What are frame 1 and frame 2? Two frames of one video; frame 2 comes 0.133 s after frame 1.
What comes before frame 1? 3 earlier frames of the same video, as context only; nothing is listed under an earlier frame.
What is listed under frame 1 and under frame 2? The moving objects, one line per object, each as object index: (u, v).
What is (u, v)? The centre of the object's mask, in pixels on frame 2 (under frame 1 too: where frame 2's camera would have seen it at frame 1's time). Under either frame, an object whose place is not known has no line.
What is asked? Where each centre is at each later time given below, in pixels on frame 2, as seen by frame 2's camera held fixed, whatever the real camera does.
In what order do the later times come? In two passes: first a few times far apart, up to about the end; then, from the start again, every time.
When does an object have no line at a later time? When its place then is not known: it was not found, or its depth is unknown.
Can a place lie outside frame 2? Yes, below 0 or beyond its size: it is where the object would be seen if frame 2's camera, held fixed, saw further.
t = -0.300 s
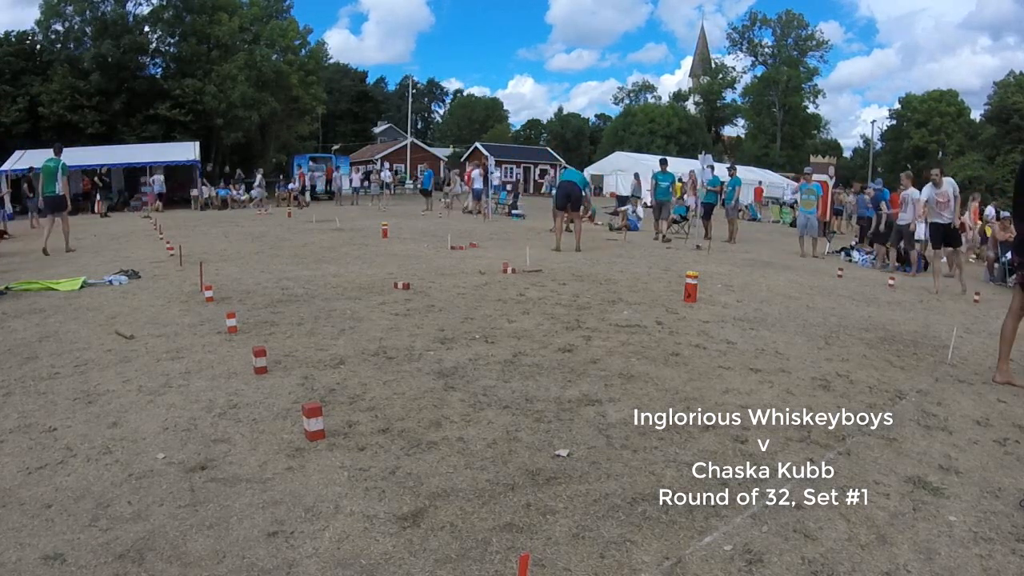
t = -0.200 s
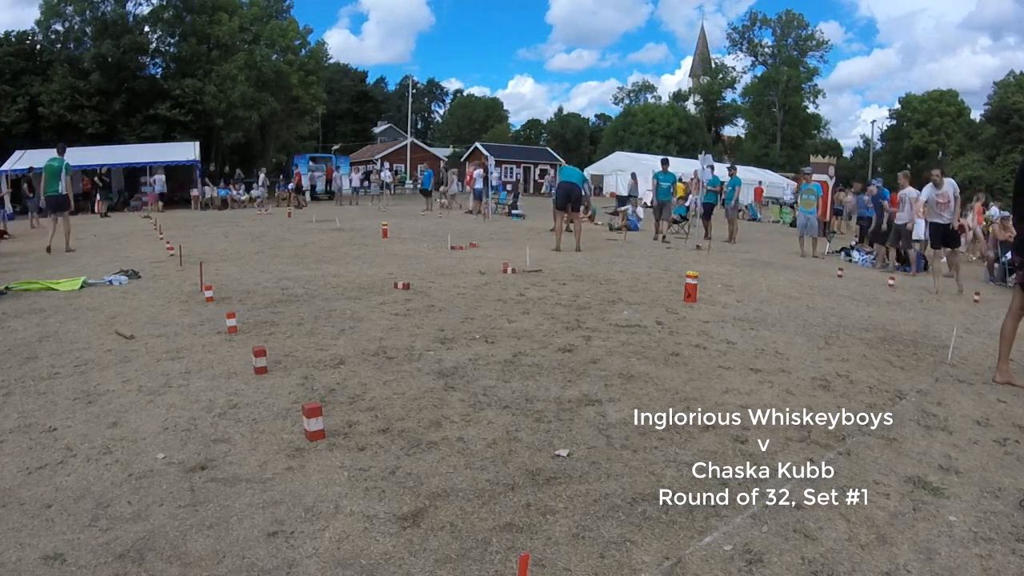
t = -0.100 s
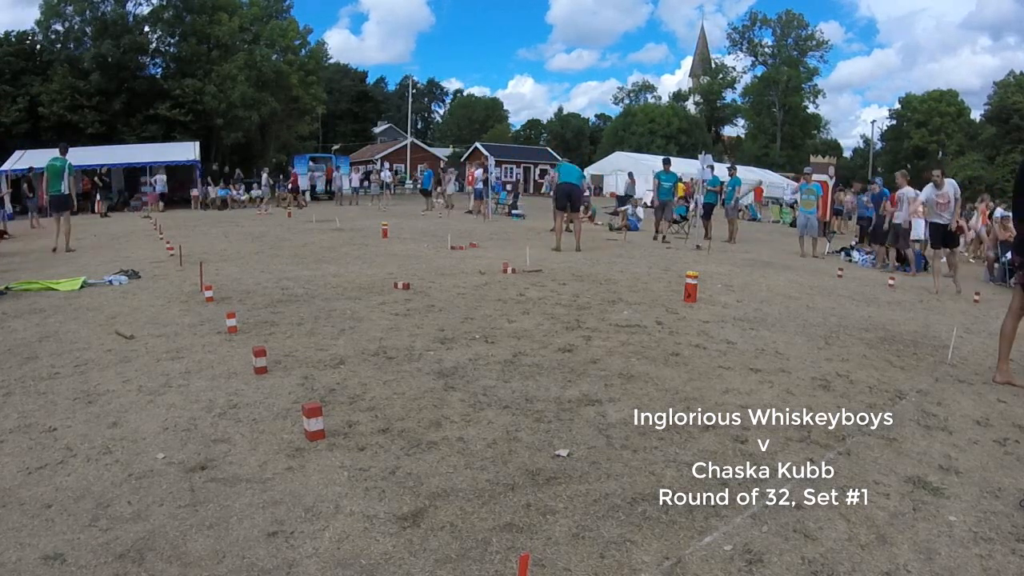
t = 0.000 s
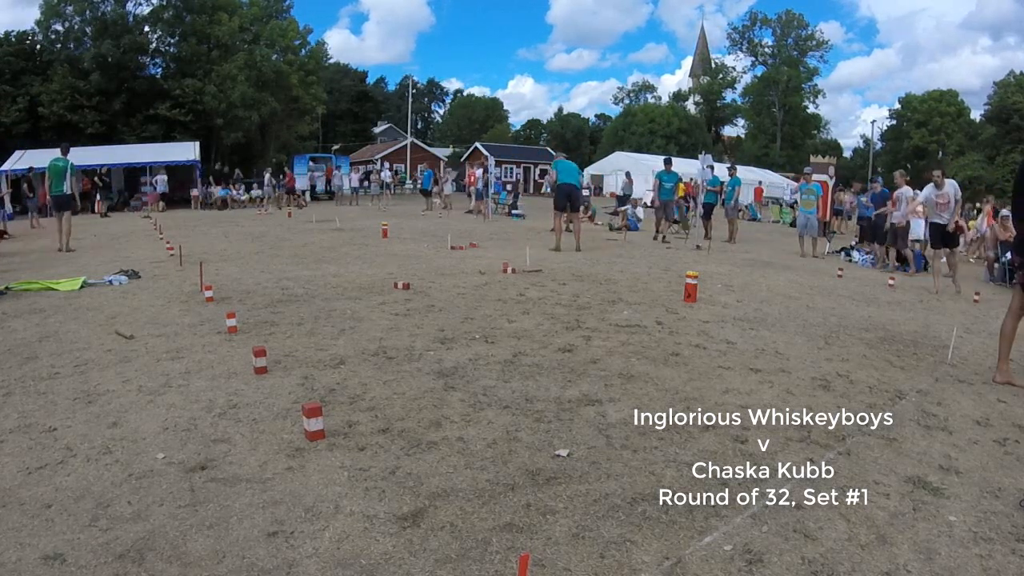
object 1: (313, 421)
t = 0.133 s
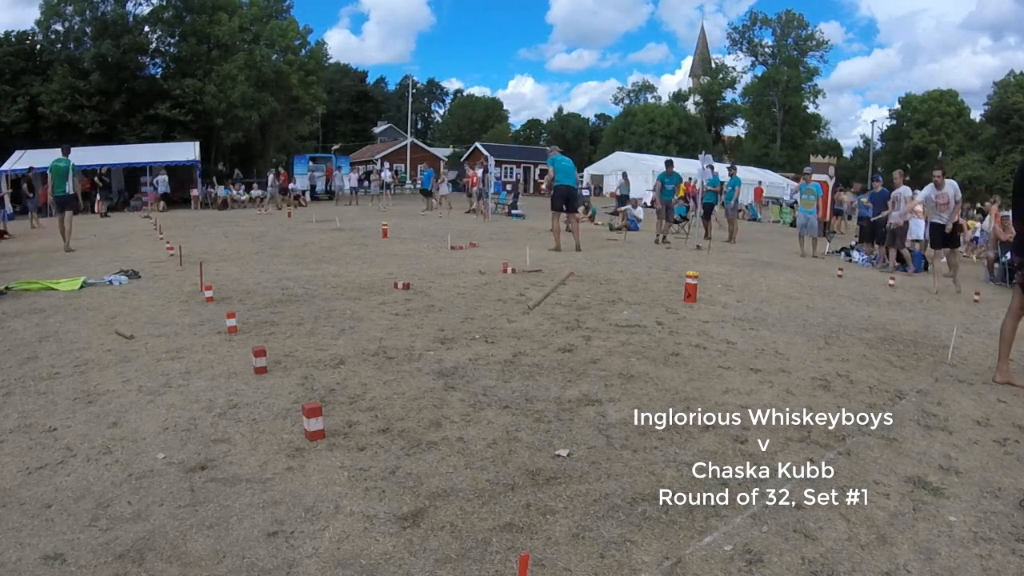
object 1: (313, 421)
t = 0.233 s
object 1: (313, 421)
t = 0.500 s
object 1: (292, 431)
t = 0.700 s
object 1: (283, 436)
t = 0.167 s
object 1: (313, 421)
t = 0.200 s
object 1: (313, 421)
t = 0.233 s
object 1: (313, 421)
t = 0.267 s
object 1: (313, 421)
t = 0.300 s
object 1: (313, 421)
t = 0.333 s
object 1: (312, 421)
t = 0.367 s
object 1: (308, 422)
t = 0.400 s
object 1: (304, 422)
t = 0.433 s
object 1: (301, 424)
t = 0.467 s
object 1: (297, 427)
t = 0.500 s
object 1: (292, 431)
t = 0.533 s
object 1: (290, 433)
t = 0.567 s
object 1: (288, 433)
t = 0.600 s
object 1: (286, 435)
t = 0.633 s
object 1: (284, 435)
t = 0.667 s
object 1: (283, 436)
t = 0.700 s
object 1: (283, 436)
